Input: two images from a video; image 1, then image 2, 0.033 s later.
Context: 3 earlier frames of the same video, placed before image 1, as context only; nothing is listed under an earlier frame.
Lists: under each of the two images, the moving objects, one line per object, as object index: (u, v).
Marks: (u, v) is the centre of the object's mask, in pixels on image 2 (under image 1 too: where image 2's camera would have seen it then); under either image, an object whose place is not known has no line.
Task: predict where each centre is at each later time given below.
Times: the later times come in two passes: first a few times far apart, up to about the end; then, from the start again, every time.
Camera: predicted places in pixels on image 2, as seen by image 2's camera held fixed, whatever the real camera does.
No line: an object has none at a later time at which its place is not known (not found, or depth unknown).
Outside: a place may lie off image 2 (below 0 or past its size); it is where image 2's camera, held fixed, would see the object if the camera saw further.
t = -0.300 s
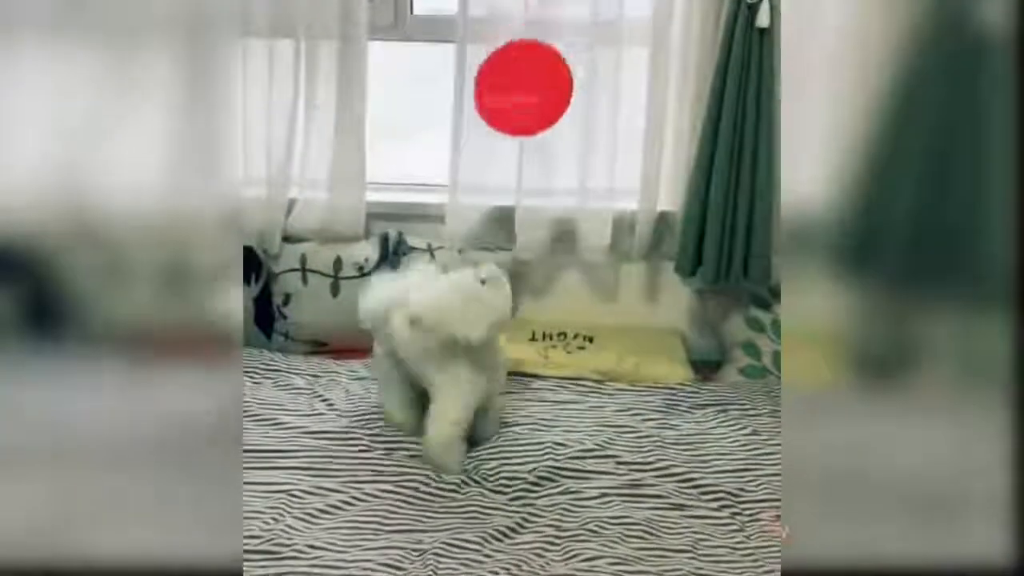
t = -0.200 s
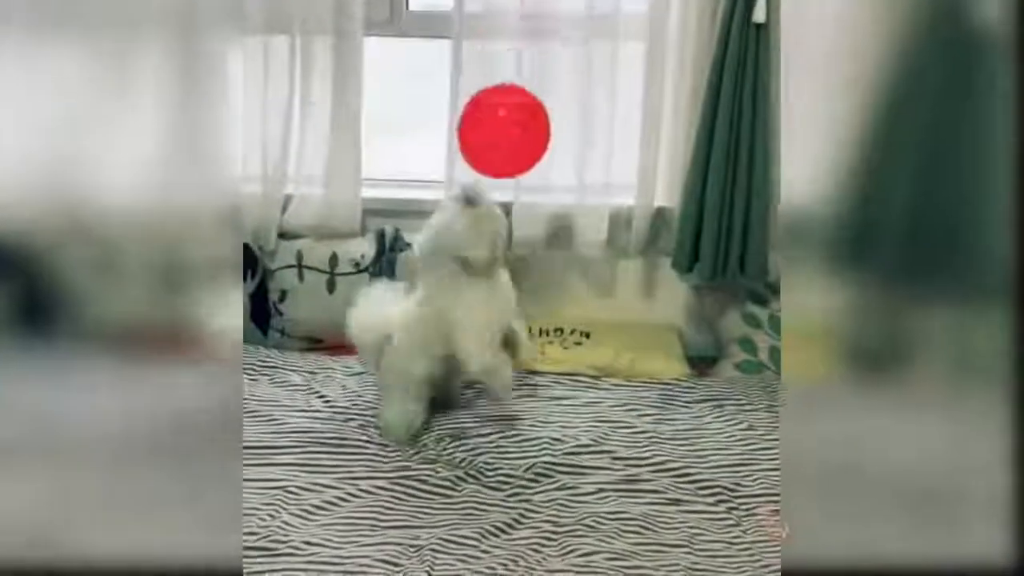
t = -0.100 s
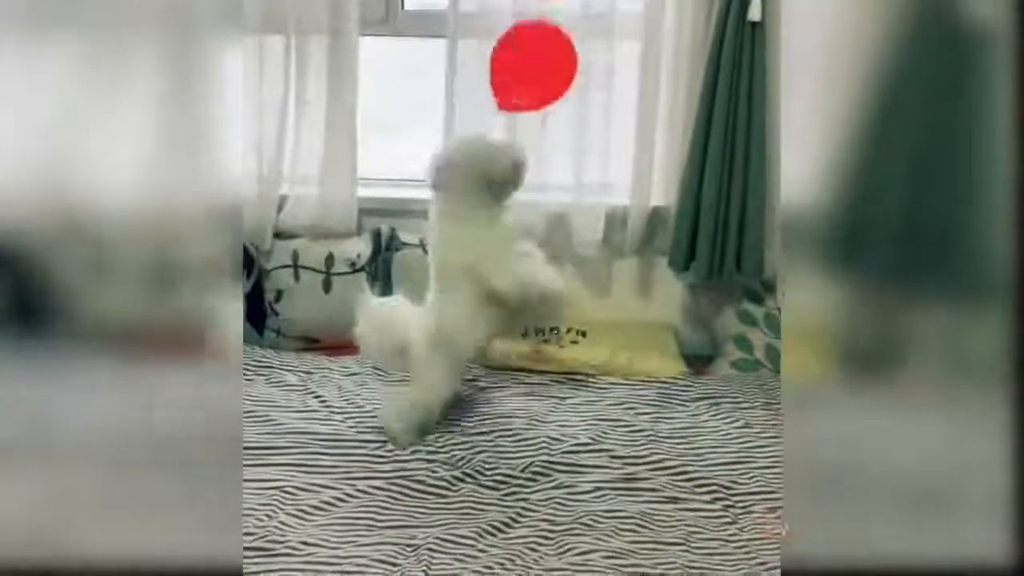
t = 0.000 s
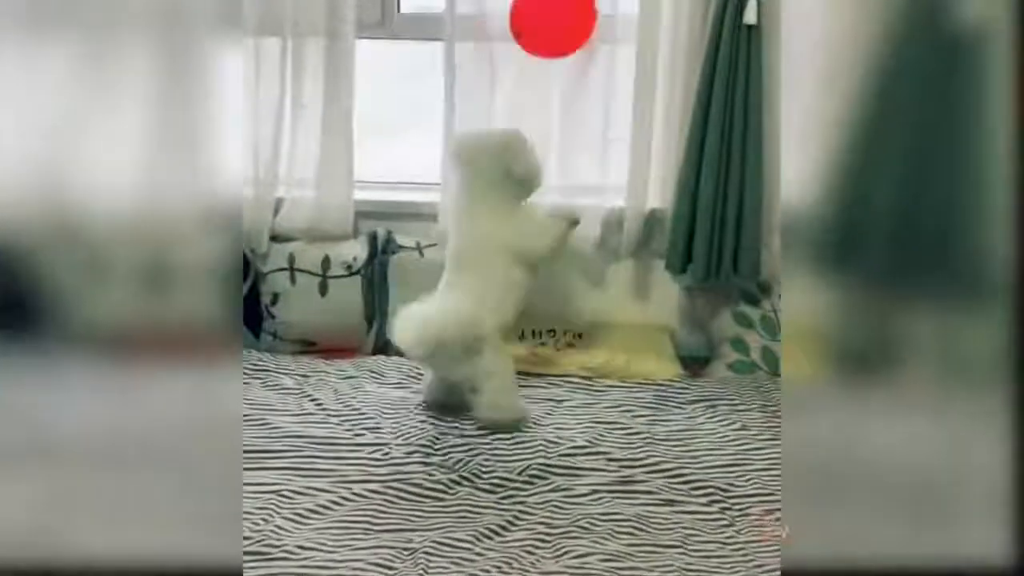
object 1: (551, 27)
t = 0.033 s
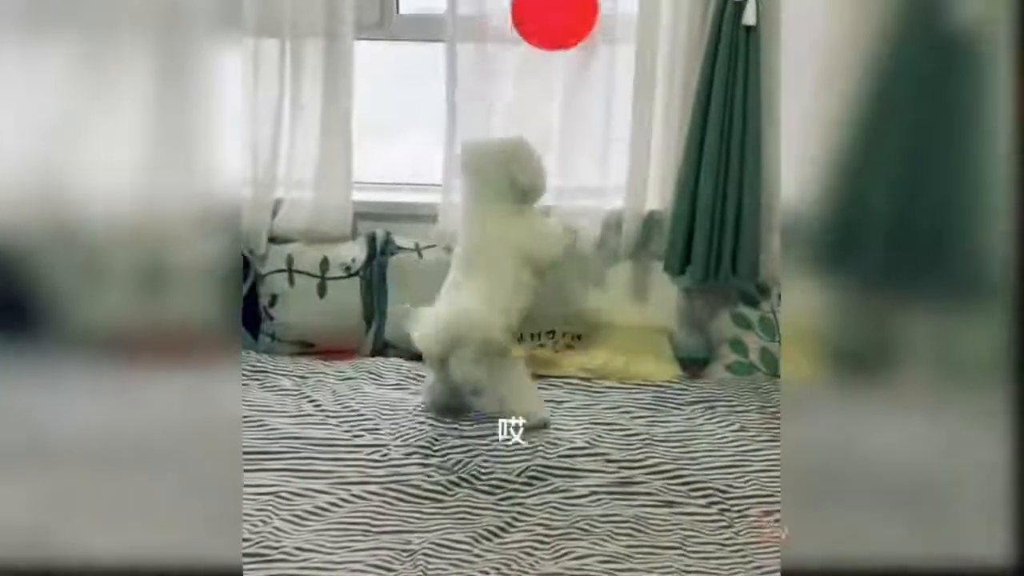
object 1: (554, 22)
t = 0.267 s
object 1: (546, 2)
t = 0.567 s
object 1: (531, 6)
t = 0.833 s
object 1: (521, 40)
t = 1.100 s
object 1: (506, 133)
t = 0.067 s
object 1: (555, 18)
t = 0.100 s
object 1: (555, 14)
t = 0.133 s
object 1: (554, 11)
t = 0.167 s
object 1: (553, 7)
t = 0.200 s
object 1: (551, 5)
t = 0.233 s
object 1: (549, 3)
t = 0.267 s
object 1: (546, 2)
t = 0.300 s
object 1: (544, 1)
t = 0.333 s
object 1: (542, 0)
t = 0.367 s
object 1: (540, 0)
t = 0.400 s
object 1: (538, 0)
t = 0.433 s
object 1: (536, 1)
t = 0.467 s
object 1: (535, 2)
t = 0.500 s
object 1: (533, 3)
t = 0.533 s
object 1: (532, 4)
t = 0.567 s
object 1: (531, 6)
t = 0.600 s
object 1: (529, 8)
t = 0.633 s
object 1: (529, 9)
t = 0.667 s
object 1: (527, 11)
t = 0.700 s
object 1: (526, 14)
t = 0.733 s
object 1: (525, 18)
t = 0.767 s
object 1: (524, 24)
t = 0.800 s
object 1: (522, 31)
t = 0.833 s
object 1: (521, 40)
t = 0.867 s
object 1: (519, 50)
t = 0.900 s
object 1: (517, 60)
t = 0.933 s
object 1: (515, 72)
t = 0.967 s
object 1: (513, 84)
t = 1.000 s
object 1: (511, 96)
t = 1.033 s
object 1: (509, 109)
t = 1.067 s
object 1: (508, 121)
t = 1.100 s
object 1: (506, 133)
